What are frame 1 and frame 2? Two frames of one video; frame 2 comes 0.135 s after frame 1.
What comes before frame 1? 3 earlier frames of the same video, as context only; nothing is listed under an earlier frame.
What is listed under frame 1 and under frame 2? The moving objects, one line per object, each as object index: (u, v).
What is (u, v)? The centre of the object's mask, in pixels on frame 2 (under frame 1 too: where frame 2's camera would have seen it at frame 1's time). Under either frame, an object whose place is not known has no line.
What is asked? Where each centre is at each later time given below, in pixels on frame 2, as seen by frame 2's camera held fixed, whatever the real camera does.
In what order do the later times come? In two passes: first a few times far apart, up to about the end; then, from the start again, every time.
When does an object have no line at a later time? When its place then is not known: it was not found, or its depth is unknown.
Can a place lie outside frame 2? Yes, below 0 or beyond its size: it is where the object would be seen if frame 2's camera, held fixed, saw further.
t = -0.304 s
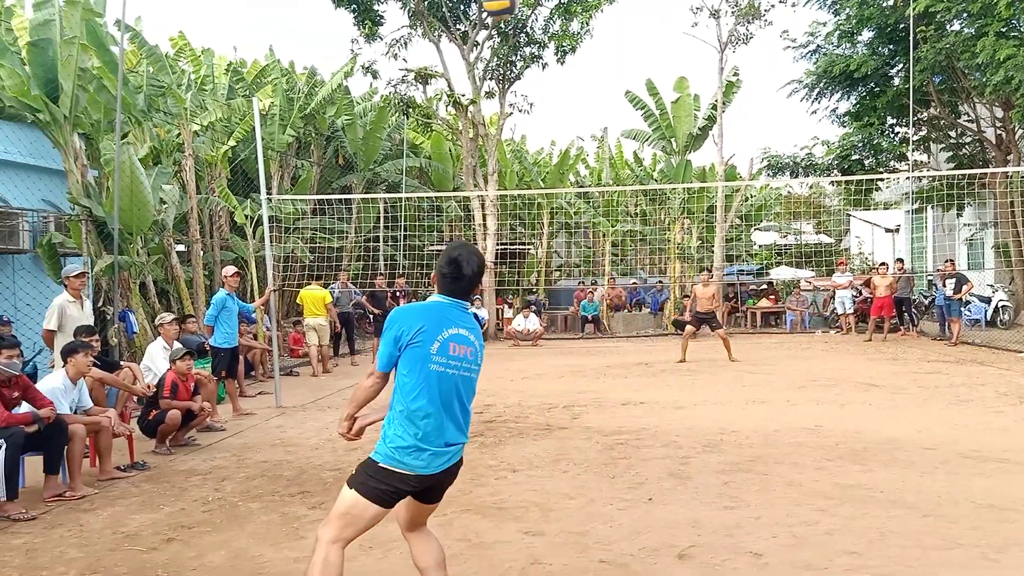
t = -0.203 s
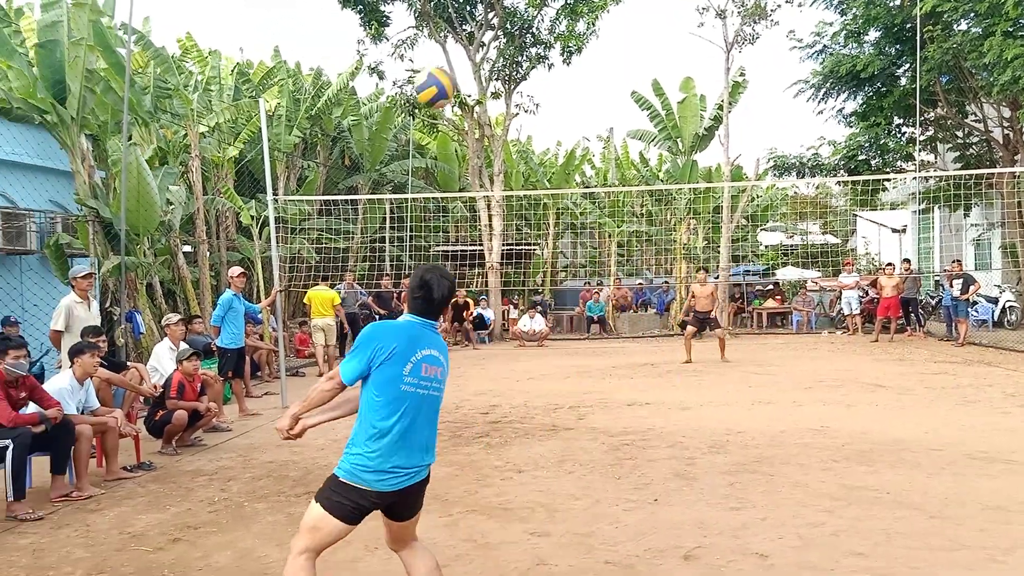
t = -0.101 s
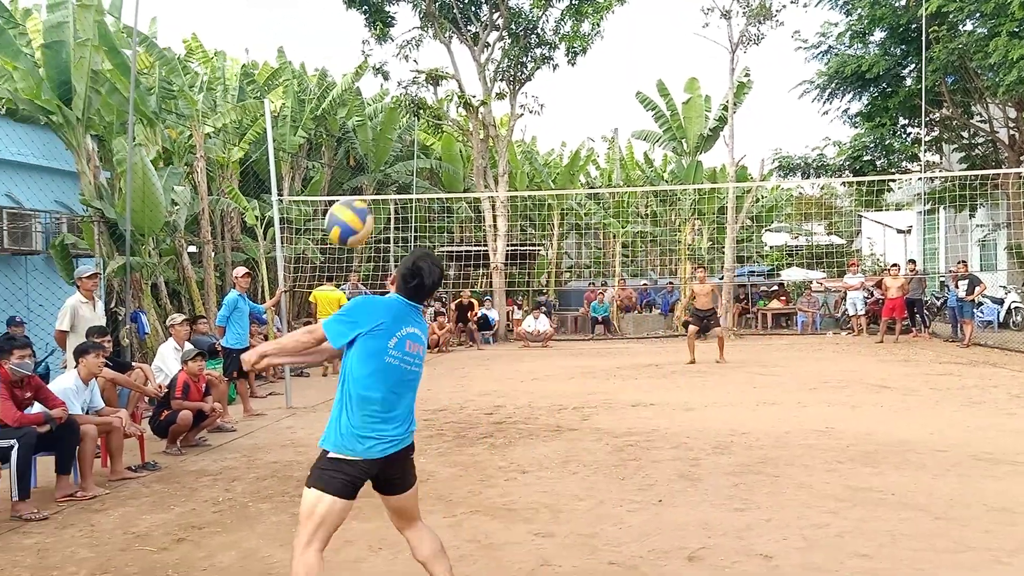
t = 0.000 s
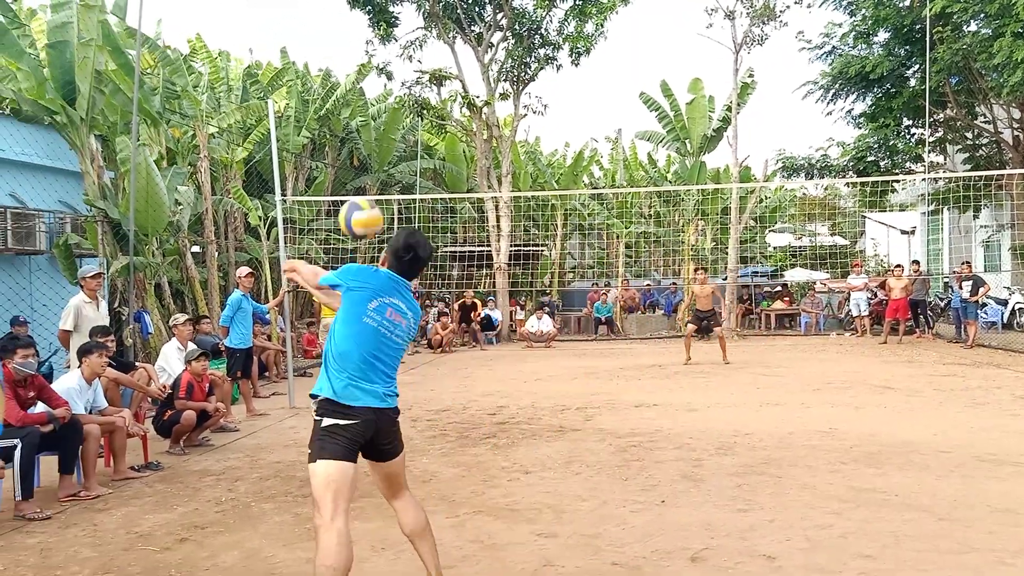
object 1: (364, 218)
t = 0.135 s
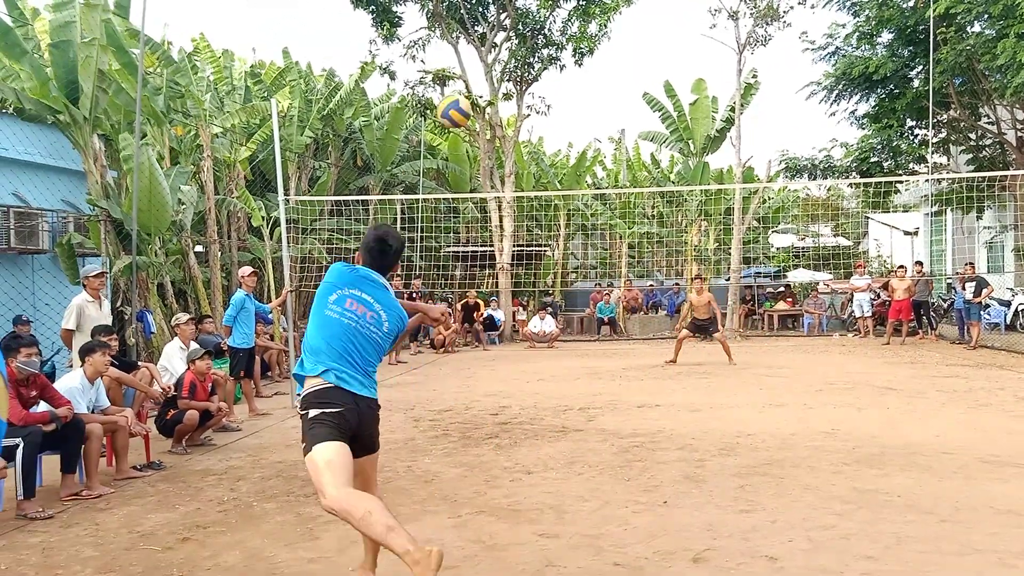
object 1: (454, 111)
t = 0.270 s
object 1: (513, 65)
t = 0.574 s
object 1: (590, 65)
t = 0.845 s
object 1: (629, 127)
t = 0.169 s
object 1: (471, 96)
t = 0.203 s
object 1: (486, 82)
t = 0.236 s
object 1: (498, 72)
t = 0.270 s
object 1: (513, 65)
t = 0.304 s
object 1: (523, 58)
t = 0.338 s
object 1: (534, 55)
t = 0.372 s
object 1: (545, 52)
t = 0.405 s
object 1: (554, 51)
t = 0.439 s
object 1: (562, 52)
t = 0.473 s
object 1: (571, 53)
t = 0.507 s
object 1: (578, 56)
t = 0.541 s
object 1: (584, 60)
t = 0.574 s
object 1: (590, 65)
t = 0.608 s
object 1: (597, 70)
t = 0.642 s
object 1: (603, 77)
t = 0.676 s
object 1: (608, 83)
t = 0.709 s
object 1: (613, 90)
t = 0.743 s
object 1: (617, 99)
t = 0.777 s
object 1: (622, 107)
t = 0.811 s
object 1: (626, 116)
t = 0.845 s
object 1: (629, 127)
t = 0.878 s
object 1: (634, 137)
